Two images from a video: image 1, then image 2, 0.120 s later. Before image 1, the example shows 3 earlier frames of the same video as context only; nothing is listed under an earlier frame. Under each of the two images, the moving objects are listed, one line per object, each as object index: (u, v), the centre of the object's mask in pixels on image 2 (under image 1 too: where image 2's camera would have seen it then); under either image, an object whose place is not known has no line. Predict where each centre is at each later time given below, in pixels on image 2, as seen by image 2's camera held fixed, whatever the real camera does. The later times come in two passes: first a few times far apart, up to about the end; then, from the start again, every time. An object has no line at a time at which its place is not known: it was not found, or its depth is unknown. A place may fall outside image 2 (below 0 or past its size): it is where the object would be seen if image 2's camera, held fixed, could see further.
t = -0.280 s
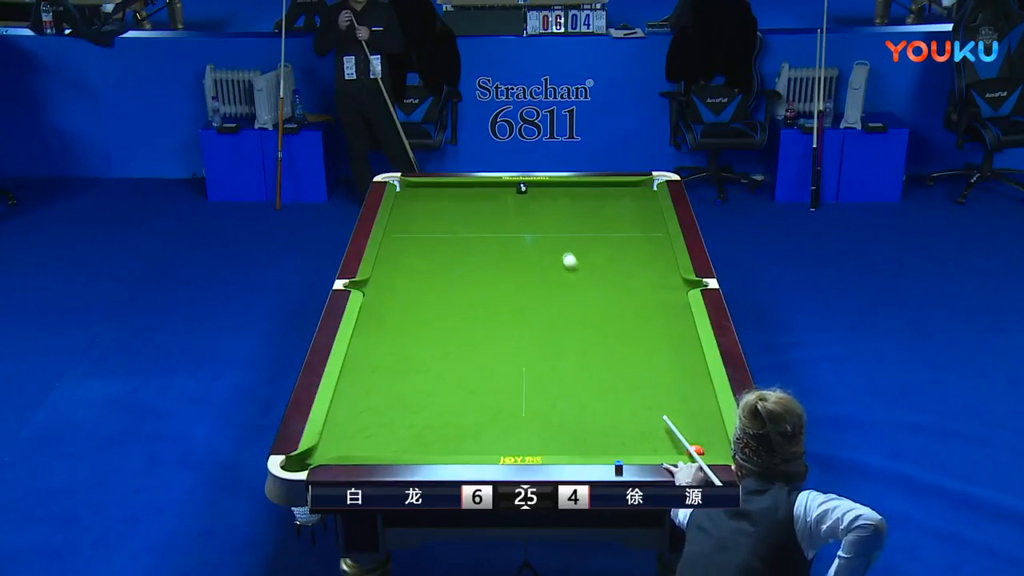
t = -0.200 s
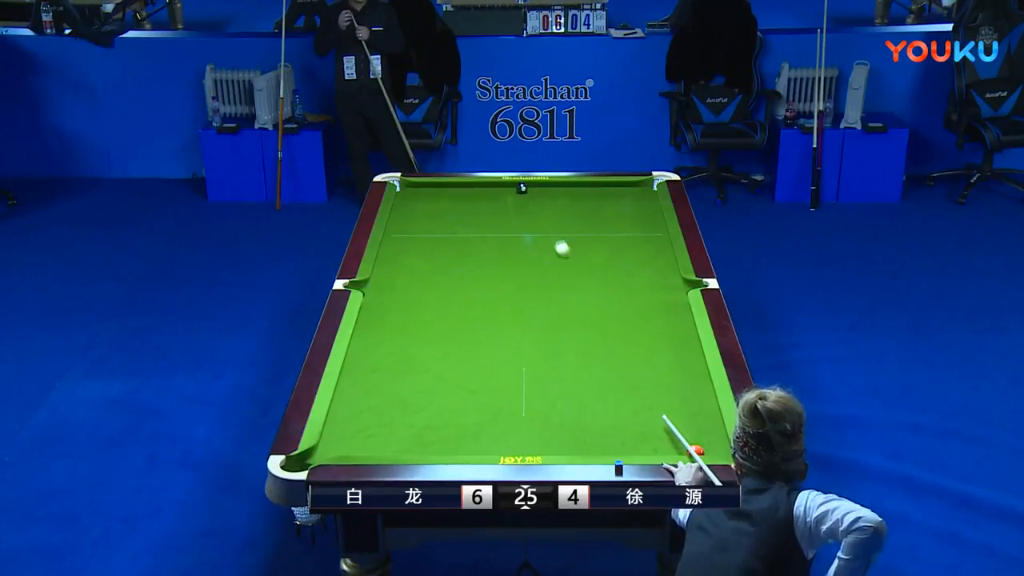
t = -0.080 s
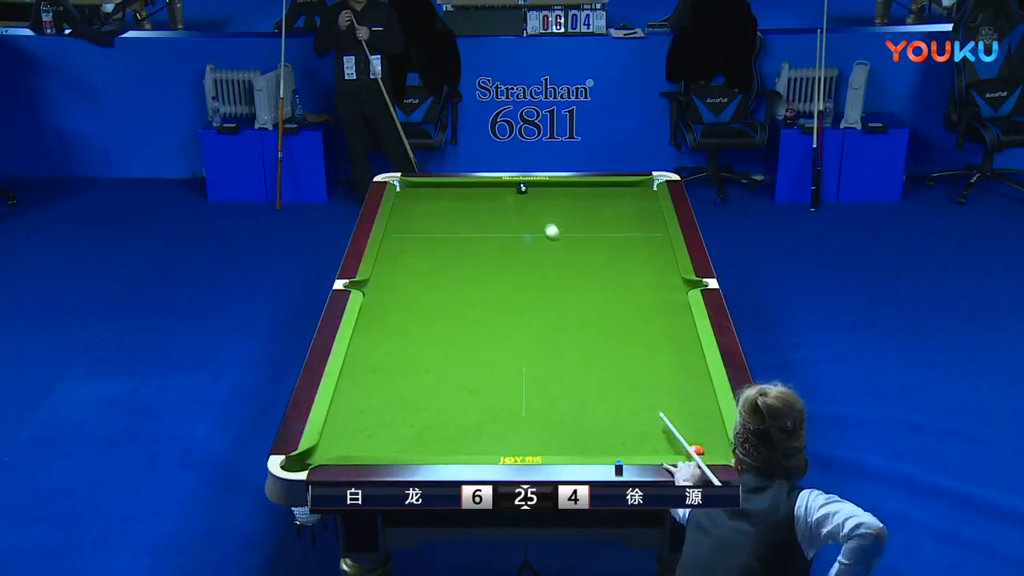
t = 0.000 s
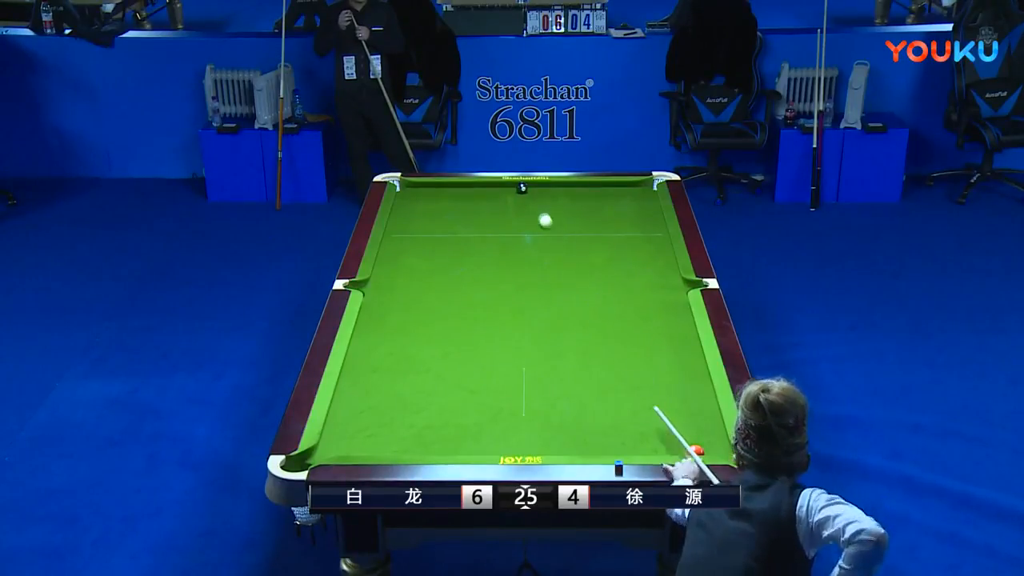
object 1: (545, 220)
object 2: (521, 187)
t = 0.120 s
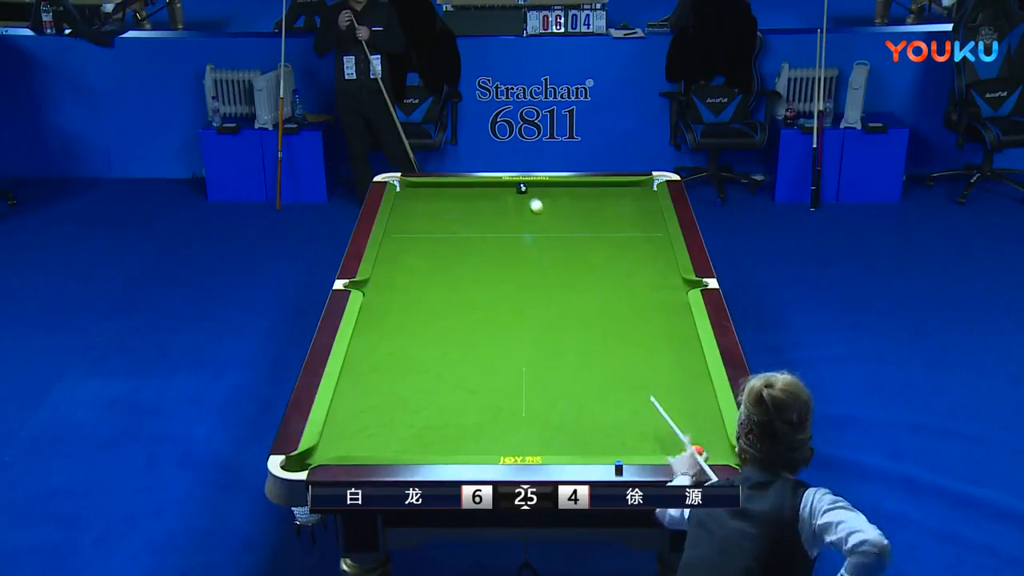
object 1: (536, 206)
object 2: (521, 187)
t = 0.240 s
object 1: (528, 192)
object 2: (519, 186)
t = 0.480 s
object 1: (540, 185)
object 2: (506, 197)
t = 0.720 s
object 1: (549, 190)
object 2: (495, 212)
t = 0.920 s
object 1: (555, 195)
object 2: (485, 224)
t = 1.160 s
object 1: (563, 199)
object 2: (473, 240)
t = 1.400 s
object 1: (571, 205)
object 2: (461, 257)
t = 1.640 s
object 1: (578, 209)
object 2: (448, 274)
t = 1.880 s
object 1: (585, 214)
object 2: (435, 291)
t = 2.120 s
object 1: (591, 218)
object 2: (421, 309)
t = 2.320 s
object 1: (596, 221)
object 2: (409, 326)
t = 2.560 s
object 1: (602, 225)
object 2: (394, 345)
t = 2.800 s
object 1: (608, 228)
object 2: (379, 366)
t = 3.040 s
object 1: (613, 231)
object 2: (363, 386)
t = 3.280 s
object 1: (617, 234)
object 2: (347, 408)
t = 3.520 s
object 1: (621, 236)
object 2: (330, 431)
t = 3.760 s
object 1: (625, 238)
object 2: (329, 449)
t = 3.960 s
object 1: (627, 240)
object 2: (321, 451)
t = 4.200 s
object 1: (630, 241)
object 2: (332, 449)
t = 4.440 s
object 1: (631, 242)
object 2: (343, 449)
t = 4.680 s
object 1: (632, 243)
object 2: (353, 449)
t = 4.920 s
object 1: (633, 243)
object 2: (360, 449)
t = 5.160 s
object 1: (633, 243)
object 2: (366, 449)
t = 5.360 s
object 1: (633, 243)
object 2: (370, 449)
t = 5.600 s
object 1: (633, 243)
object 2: (373, 449)
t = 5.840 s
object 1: (633, 243)
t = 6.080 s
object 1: (633, 243)
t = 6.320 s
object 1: (633, 243)
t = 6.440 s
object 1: (633, 243)
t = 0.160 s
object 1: (533, 201)
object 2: (521, 187)
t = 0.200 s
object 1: (530, 196)
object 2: (520, 186)
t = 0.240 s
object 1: (528, 192)
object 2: (519, 186)
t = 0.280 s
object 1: (529, 190)
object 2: (517, 185)
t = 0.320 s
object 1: (532, 189)
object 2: (514, 187)
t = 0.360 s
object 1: (535, 188)
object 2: (512, 189)
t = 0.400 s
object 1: (537, 187)
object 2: (509, 192)
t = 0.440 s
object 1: (539, 186)
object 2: (508, 195)
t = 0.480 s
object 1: (540, 185)
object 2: (506, 197)
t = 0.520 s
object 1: (542, 185)
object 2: (504, 199)
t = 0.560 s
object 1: (543, 186)
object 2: (502, 202)
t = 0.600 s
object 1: (545, 187)
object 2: (500, 205)
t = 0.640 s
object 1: (546, 188)
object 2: (499, 207)
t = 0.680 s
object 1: (548, 189)
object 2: (497, 209)
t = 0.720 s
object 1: (549, 190)
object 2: (495, 212)
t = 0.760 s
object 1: (550, 191)
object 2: (493, 214)
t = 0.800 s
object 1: (551, 192)
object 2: (491, 217)
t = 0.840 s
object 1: (553, 193)
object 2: (489, 219)
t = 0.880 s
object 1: (554, 194)
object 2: (487, 222)
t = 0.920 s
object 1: (555, 195)
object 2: (485, 224)
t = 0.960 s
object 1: (557, 195)
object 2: (483, 227)
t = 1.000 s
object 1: (558, 196)
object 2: (481, 229)
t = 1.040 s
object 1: (559, 197)
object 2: (480, 232)
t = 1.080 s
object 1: (561, 198)
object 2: (477, 235)
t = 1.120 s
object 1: (562, 199)
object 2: (476, 237)
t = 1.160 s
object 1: (563, 199)
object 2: (473, 240)
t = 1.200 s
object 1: (564, 200)
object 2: (471, 243)
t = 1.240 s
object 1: (566, 201)
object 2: (469, 246)
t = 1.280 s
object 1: (567, 202)
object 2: (467, 248)
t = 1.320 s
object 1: (568, 203)
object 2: (465, 251)
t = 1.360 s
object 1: (569, 204)
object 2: (463, 254)
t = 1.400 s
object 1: (571, 205)
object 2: (461, 257)
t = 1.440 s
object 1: (572, 206)
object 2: (459, 259)
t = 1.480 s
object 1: (573, 206)
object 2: (456, 262)
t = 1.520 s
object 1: (574, 207)
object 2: (454, 265)
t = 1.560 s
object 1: (575, 208)
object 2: (452, 268)
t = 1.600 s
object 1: (577, 208)
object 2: (450, 271)
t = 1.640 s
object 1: (578, 209)
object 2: (448, 274)
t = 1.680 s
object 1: (579, 210)
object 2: (446, 276)
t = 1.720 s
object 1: (580, 211)
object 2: (443, 279)
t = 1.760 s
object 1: (581, 211)
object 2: (441, 282)
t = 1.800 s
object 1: (582, 212)
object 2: (439, 285)
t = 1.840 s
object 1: (583, 213)
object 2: (437, 288)
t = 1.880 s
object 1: (585, 214)
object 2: (435, 291)
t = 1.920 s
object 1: (586, 214)
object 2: (432, 294)
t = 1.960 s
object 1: (587, 215)
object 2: (430, 297)
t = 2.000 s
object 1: (588, 216)
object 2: (428, 300)
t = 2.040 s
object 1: (589, 216)
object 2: (426, 303)
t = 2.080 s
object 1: (590, 217)
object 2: (423, 307)
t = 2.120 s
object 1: (591, 218)
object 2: (421, 309)
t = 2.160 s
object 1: (592, 219)
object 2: (418, 313)
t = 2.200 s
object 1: (593, 219)
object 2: (416, 316)
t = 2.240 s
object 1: (594, 220)
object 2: (414, 319)
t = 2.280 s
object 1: (595, 220)
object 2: (411, 322)
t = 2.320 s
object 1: (596, 221)
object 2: (409, 326)
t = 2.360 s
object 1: (597, 222)
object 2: (406, 329)
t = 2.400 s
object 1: (598, 222)
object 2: (404, 332)
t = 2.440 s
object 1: (599, 223)
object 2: (402, 335)
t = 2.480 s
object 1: (600, 224)
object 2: (399, 338)
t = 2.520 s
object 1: (601, 224)
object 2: (397, 342)
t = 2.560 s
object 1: (602, 225)
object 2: (394, 345)
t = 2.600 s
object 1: (603, 225)
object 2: (392, 348)
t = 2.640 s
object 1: (604, 226)
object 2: (389, 352)
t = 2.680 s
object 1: (605, 226)
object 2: (387, 355)
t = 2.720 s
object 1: (606, 227)
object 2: (384, 359)
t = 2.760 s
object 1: (607, 228)
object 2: (382, 362)
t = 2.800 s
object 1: (608, 228)
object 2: (379, 366)
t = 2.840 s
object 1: (608, 229)
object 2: (376, 369)
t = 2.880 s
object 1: (609, 229)
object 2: (374, 373)
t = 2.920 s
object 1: (610, 230)
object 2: (371, 376)
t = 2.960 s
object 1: (611, 230)
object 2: (369, 379)
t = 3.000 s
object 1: (612, 231)
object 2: (366, 382)
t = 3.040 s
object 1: (613, 231)
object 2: (363, 386)
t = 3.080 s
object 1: (613, 232)
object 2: (361, 390)
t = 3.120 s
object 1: (614, 232)
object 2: (358, 394)
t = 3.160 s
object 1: (615, 233)
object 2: (355, 397)
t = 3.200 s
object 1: (616, 233)
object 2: (353, 401)
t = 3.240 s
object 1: (616, 234)
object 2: (350, 404)
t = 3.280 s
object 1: (617, 234)
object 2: (347, 408)
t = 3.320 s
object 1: (618, 235)
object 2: (344, 412)
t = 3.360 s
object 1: (619, 235)
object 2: (341, 416)
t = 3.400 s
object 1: (619, 235)
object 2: (338, 419)
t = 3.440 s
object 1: (620, 236)
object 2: (336, 423)
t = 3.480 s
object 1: (620, 236)
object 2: (333, 427)
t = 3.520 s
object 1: (621, 236)
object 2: (330, 431)
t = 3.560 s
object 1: (622, 237)
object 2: (329, 434)
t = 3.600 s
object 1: (622, 237)
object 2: (329, 438)
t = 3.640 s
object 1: (623, 238)
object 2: (329, 441)
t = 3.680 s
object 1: (624, 238)
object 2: (329, 445)
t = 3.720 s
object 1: (624, 238)
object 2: (328, 447)
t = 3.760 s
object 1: (625, 238)
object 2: (329, 449)
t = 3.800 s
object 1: (625, 239)
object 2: (329, 451)
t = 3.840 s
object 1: (626, 239)
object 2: (327, 452)
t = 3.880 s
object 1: (626, 239)
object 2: (325, 452)
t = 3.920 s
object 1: (627, 239)
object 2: (322, 452)
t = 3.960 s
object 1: (627, 240)
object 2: (321, 451)
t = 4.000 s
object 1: (628, 240)
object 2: (322, 451)
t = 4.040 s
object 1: (628, 240)
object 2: (324, 450)
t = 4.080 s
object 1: (629, 241)
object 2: (326, 450)
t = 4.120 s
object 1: (629, 241)
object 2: (328, 450)
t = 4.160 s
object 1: (629, 241)
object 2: (330, 449)
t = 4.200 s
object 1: (630, 241)
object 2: (332, 449)
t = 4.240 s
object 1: (630, 241)
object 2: (334, 449)
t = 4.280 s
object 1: (630, 241)
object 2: (336, 449)
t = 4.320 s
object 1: (631, 242)
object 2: (338, 449)
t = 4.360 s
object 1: (631, 242)
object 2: (340, 449)
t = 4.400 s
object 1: (631, 242)
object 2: (342, 449)
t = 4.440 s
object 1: (631, 242)
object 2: (343, 449)
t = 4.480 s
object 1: (632, 242)
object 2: (345, 449)
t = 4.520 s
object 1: (632, 242)
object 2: (346, 449)
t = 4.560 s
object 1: (632, 242)
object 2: (348, 449)
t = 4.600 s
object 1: (632, 243)
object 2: (349, 449)
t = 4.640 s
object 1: (632, 243)
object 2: (351, 449)
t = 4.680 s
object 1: (632, 243)
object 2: (353, 449)
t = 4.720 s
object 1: (632, 243)
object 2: (354, 449)
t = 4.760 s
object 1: (632, 243)
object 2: (355, 449)
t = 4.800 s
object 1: (632, 243)
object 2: (357, 449)
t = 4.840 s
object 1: (632, 243)
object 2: (358, 449)
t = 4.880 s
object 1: (633, 243)
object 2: (359, 449)
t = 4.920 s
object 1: (633, 243)
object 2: (360, 449)
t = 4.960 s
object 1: (633, 243)
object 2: (361, 449)
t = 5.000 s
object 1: (633, 243)
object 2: (362, 449)
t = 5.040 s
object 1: (633, 243)
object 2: (363, 449)
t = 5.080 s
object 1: (633, 243)
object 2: (364, 449)
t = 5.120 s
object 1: (633, 243)
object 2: (366, 449)
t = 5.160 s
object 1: (633, 243)
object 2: (366, 449)
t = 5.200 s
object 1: (633, 243)
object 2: (367, 449)
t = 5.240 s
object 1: (633, 243)
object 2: (368, 449)
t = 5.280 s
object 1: (633, 243)
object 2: (369, 449)
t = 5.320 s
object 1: (633, 243)
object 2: (370, 449)
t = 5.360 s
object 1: (633, 243)
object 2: (370, 449)
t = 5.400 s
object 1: (633, 243)
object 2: (371, 449)
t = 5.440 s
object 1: (633, 243)
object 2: (371, 449)
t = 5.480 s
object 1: (633, 243)
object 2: (372, 449)
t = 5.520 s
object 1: (633, 243)
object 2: (372, 449)
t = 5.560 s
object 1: (633, 243)
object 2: (373, 449)
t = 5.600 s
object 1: (633, 243)
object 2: (373, 449)
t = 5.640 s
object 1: (633, 243)
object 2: (374, 449)
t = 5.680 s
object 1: (633, 243)
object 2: (374, 449)
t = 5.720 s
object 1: (633, 243)
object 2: (374, 449)
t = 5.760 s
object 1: (633, 243)
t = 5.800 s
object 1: (633, 243)
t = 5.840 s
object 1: (633, 243)
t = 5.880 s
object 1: (633, 243)
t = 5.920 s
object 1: (633, 243)
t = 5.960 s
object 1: (633, 243)
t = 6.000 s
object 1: (633, 243)
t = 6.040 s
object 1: (633, 243)
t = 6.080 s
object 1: (633, 243)
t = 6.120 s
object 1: (633, 243)
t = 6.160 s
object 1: (633, 243)
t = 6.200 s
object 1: (633, 243)
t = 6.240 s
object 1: (633, 243)
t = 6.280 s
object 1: (633, 243)
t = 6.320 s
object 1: (633, 243)
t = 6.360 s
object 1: (633, 243)
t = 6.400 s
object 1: (633, 243)
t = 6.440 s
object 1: (633, 243)
